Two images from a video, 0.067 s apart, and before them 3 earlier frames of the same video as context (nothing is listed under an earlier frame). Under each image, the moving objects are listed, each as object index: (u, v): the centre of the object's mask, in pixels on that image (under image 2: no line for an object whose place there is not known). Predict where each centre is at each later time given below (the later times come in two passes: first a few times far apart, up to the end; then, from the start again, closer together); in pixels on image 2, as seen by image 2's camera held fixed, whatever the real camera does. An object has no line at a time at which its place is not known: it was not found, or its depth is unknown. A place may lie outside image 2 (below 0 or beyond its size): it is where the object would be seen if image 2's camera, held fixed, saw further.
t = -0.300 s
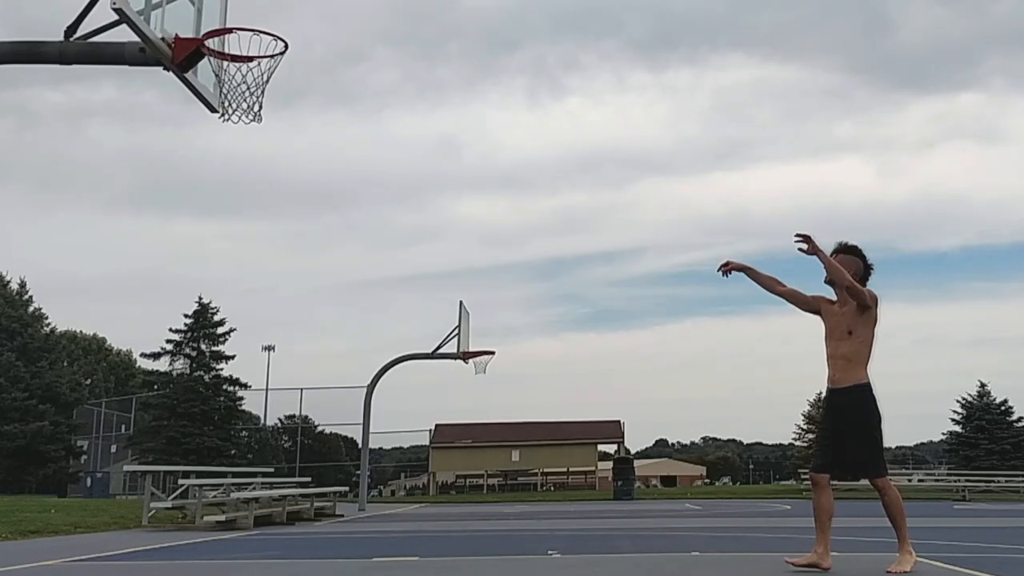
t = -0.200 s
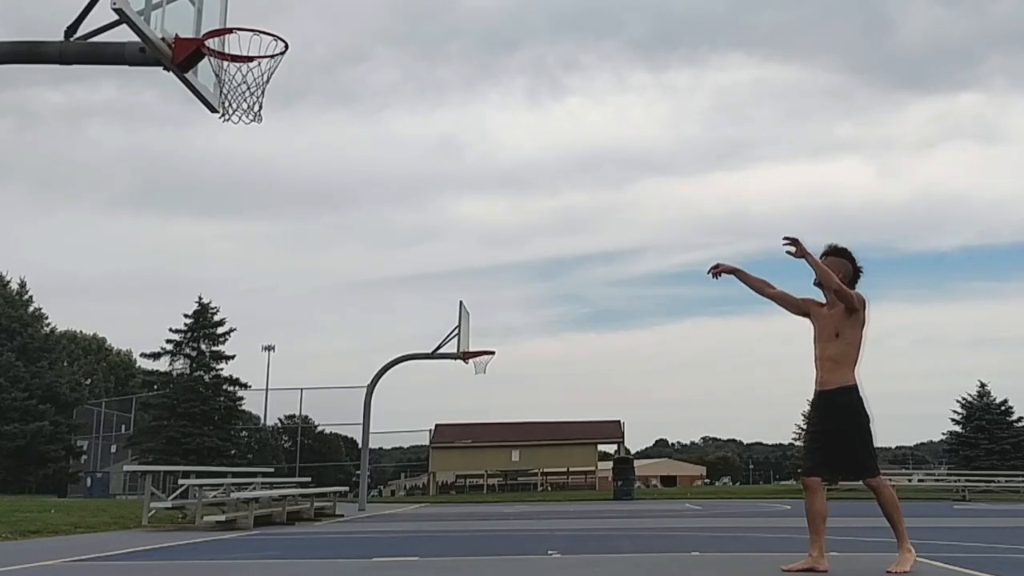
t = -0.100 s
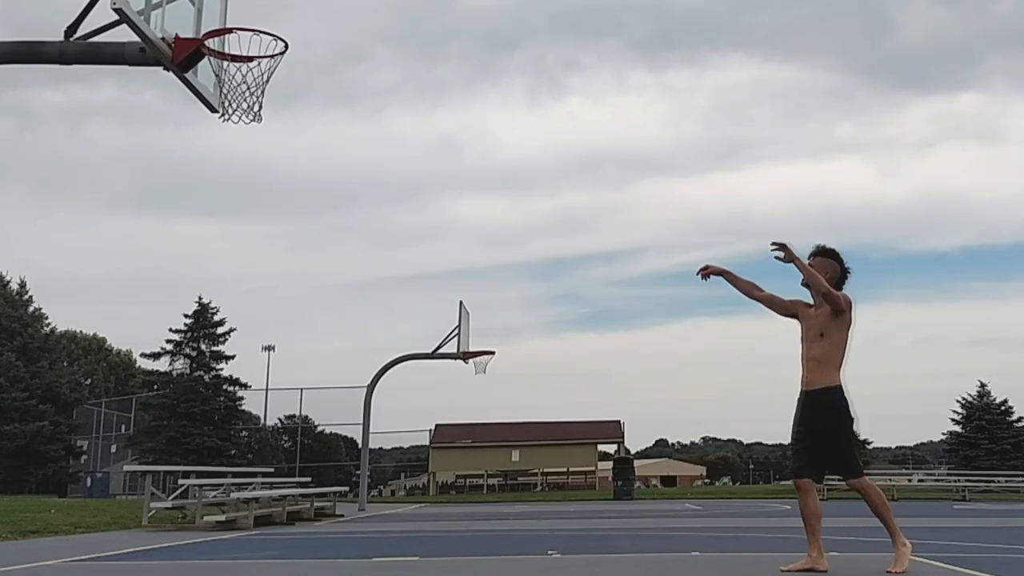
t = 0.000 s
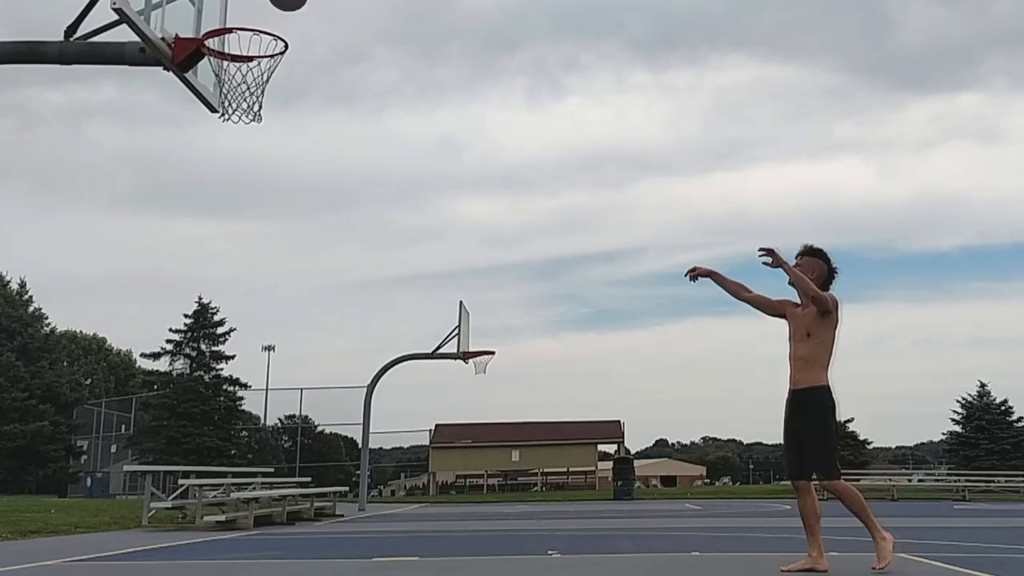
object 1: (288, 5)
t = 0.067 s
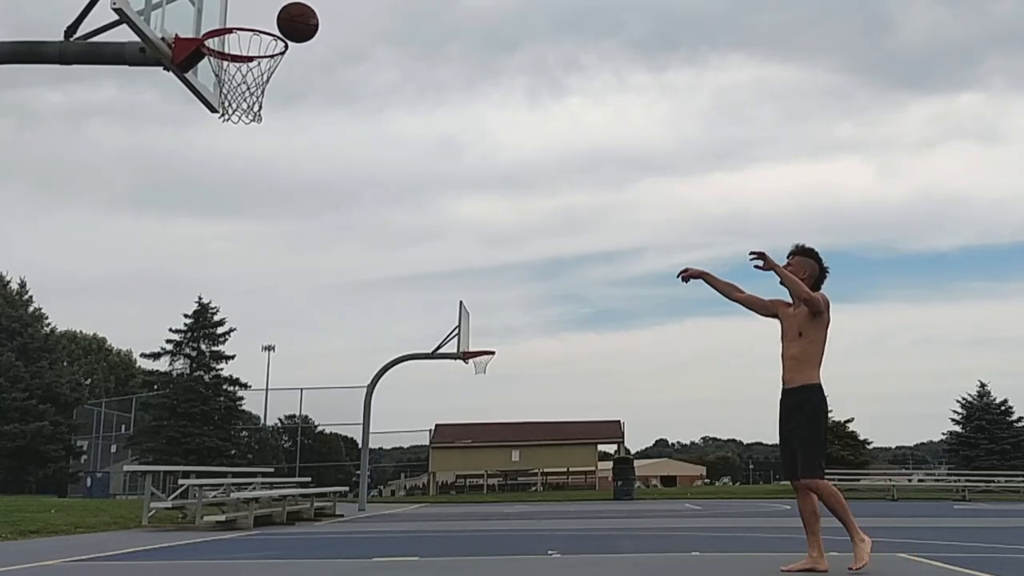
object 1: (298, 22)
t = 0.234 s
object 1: (328, 49)
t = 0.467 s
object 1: (368, 154)
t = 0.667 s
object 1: (396, 322)
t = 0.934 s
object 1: (430, 478)
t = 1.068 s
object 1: (449, 368)
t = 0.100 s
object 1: (303, 28)
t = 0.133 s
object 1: (310, 31)
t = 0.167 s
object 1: (316, 36)
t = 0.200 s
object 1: (322, 42)
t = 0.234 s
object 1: (328, 49)
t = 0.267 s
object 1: (334, 59)
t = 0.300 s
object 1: (340, 70)
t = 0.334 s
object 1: (346, 83)
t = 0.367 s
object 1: (352, 98)
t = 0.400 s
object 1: (357, 115)
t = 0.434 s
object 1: (363, 134)
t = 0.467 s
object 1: (368, 154)
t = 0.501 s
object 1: (373, 177)
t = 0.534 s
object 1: (378, 202)
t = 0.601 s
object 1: (387, 257)
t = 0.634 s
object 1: (392, 288)
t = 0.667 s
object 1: (396, 322)
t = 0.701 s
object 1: (400, 358)
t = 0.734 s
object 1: (404, 397)
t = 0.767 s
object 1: (408, 439)
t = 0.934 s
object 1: (430, 478)
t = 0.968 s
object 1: (435, 447)
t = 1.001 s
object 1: (440, 418)
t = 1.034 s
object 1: (444, 392)
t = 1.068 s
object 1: (449, 368)
